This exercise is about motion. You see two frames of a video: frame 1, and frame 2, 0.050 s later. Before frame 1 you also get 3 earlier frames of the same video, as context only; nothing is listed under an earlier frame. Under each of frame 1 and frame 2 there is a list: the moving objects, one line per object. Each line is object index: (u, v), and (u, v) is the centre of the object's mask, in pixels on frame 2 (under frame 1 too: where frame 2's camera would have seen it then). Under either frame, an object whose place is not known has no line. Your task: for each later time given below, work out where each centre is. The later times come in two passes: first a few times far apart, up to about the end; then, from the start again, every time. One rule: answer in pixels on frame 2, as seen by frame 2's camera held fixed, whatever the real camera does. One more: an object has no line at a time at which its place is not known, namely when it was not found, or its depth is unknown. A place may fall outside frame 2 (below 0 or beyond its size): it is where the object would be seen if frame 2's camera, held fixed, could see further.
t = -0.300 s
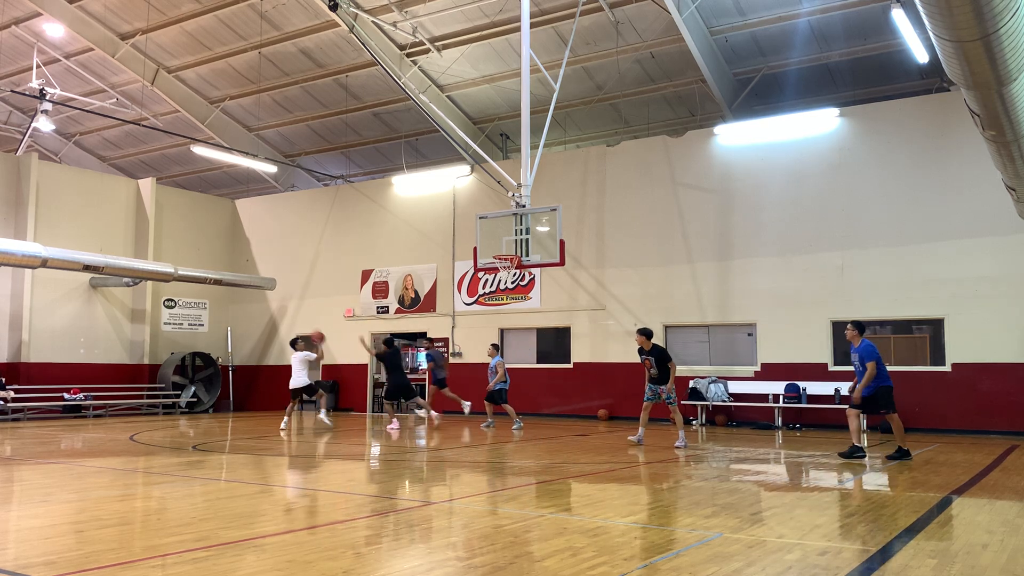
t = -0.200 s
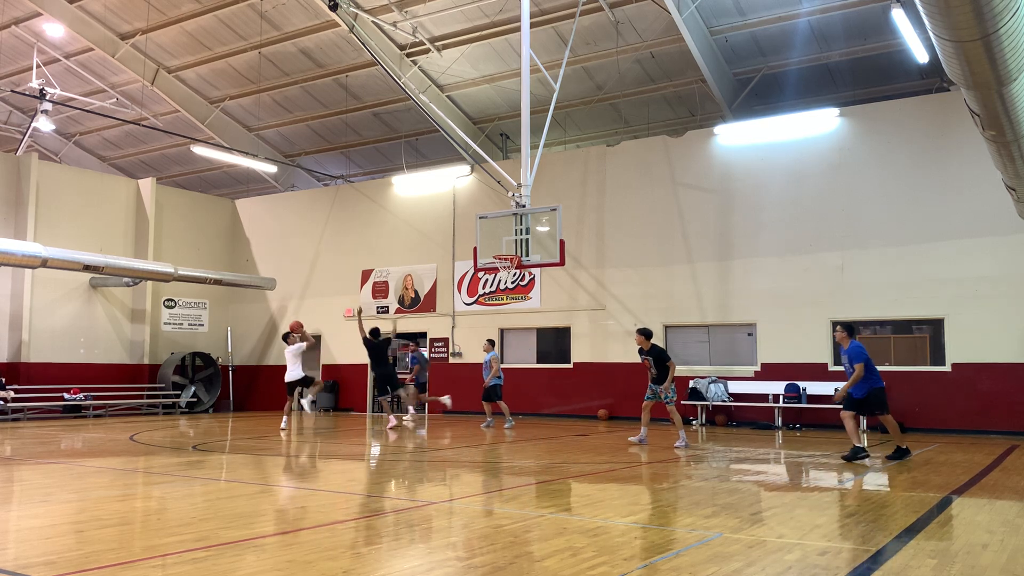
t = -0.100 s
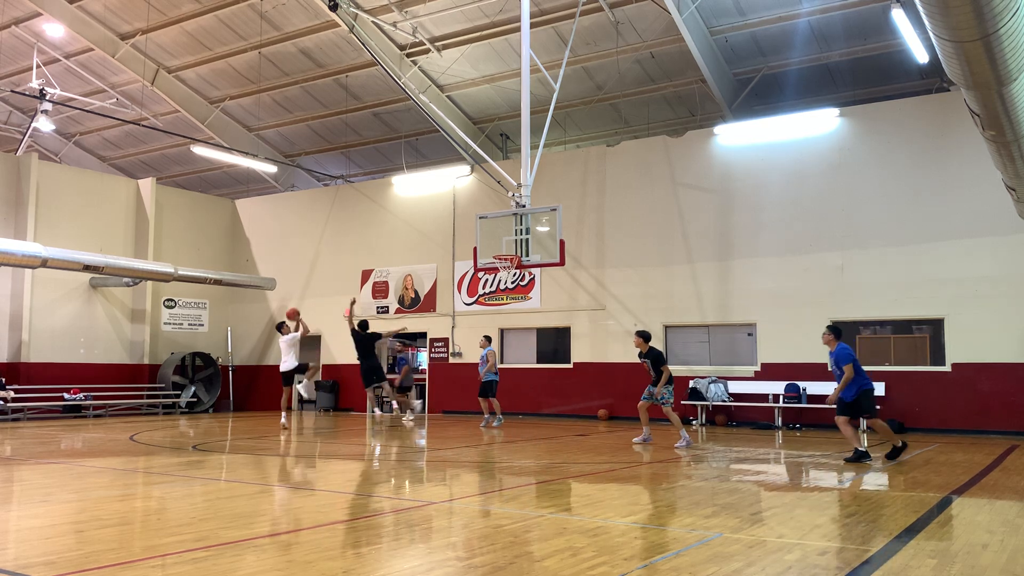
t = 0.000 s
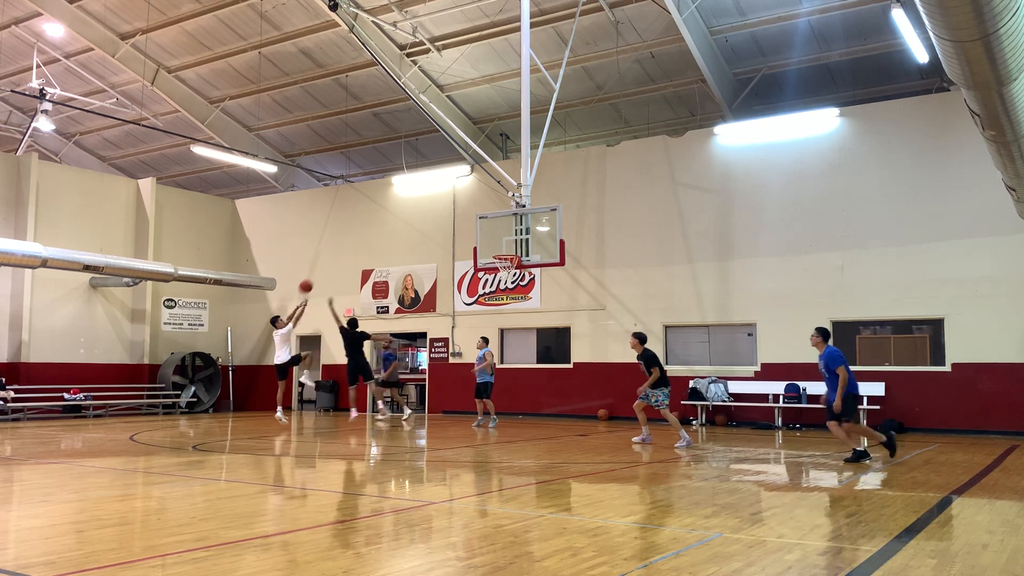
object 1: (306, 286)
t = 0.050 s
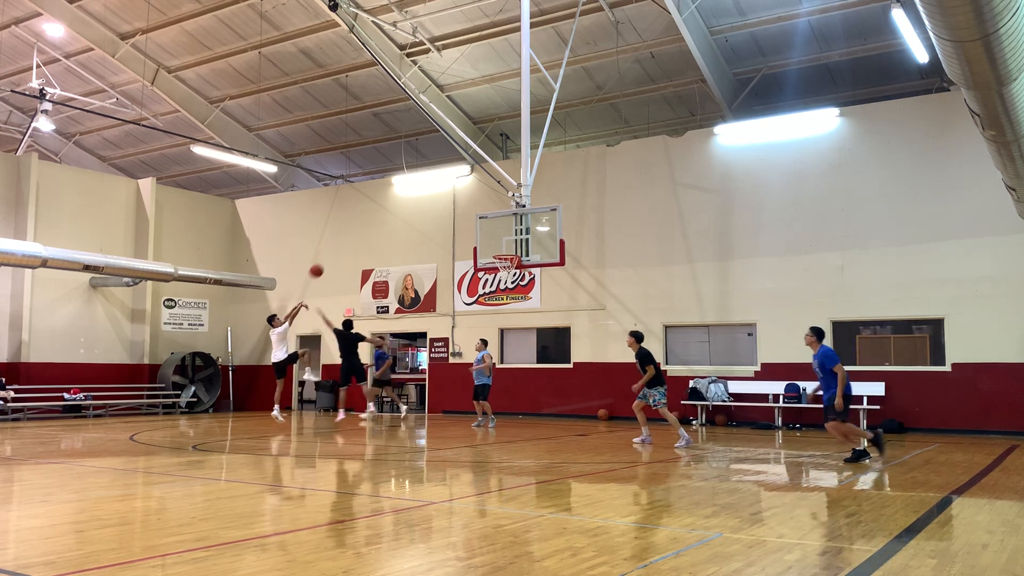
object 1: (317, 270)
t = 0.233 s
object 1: (354, 226)
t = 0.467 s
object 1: (399, 197)
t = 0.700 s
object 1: (442, 197)
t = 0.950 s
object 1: (486, 228)
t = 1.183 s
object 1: (513, 237)
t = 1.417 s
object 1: (527, 228)
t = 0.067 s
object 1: (320, 266)
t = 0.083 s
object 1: (323, 261)
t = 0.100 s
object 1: (327, 256)
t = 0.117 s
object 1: (330, 252)
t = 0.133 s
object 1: (333, 248)
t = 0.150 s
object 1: (337, 244)
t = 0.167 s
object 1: (340, 240)
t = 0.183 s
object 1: (344, 236)
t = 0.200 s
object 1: (347, 232)
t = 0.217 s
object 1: (351, 229)
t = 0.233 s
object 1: (354, 226)
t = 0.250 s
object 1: (357, 223)
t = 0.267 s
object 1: (360, 220)
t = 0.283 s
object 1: (364, 217)
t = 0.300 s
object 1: (367, 215)
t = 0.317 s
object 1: (370, 212)
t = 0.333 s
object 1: (373, 210)
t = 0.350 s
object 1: (377, 208)
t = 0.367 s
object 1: (380, 206)
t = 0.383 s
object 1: (383, 204)
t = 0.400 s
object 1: (386, 202)
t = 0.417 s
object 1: (389, 201)
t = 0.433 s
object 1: (393, 199)
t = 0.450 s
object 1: (395, 198)
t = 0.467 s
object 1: (399, 197)
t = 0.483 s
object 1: (402, 196)
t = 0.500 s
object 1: (405, 195)
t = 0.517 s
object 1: (408, 194)
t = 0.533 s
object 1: (411, 194)
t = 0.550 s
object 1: (414, 194)
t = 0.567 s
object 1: (417, 193)
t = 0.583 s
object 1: (420, 193)
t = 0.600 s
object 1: (424, 193)
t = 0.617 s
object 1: (427, 194)
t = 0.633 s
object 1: (430, 194)
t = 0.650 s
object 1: (433, 194)
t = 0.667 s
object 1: (436, 195)
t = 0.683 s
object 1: (439, 196)
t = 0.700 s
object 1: (442, 197)
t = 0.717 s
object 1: (445, 198)
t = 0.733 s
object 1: (448, 199)
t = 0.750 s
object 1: (451, 200)
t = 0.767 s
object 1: (454, 202)
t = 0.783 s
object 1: (457, 203)
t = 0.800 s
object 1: (460, 205)
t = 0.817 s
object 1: (463, 207)
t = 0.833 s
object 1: (466, 209)
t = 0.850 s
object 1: (468, 211)
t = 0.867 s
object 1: (472, 213)
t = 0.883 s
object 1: (475, 216)
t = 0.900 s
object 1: (478, 219)
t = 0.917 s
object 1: (480, 221)
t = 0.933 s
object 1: (483, 224)
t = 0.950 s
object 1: (486, 228)
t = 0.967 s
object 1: (489, 231)
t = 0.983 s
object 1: (492, 234)
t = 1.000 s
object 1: (495, 238)
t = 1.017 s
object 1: (498, 241)
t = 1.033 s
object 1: (500, 244)
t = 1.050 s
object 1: (503, 248)
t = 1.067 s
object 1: (506, 250)
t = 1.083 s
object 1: (507, 249)
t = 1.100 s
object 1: (508, 247)
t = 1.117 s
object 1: (509, 245)
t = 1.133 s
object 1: (510, 243)
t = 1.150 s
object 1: (511, 241)
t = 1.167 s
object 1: (512, 239)
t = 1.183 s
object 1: (513, 237)
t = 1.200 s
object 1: (514, 236)
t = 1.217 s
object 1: (515, 234)
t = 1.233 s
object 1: (516, 233)
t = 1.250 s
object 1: (517, 232)
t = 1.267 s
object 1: (518, 231)
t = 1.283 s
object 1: (519, 229)
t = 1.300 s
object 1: (520, 229)
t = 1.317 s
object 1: (522, 228)
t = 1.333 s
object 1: (522, 228)
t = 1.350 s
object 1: (523, 228)
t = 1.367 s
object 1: (524, 228)
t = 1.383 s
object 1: (525, 228)
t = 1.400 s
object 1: (527, 227)
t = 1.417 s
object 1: (527, 228)
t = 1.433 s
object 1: (528, 228)
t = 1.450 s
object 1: (530, 228)
